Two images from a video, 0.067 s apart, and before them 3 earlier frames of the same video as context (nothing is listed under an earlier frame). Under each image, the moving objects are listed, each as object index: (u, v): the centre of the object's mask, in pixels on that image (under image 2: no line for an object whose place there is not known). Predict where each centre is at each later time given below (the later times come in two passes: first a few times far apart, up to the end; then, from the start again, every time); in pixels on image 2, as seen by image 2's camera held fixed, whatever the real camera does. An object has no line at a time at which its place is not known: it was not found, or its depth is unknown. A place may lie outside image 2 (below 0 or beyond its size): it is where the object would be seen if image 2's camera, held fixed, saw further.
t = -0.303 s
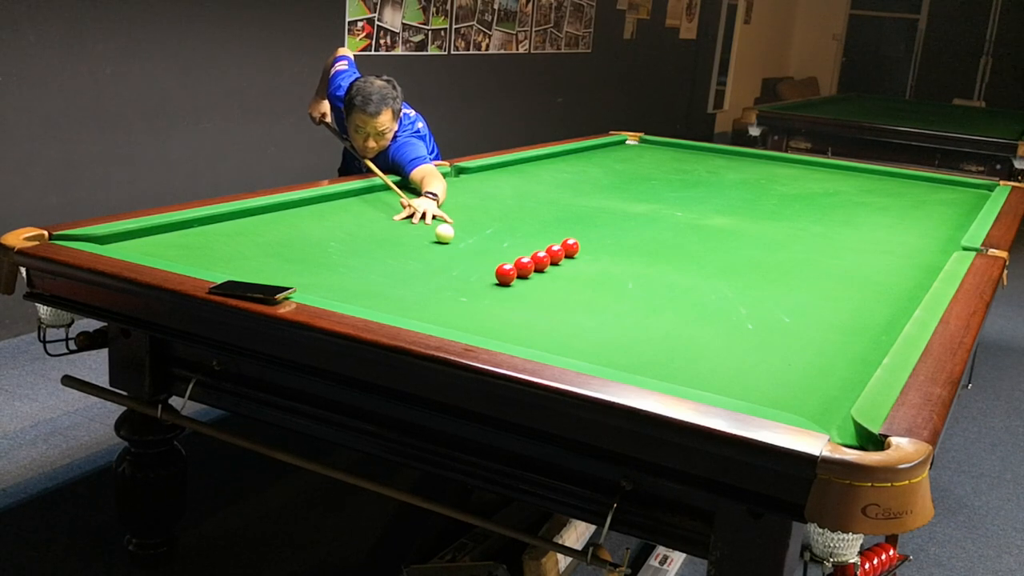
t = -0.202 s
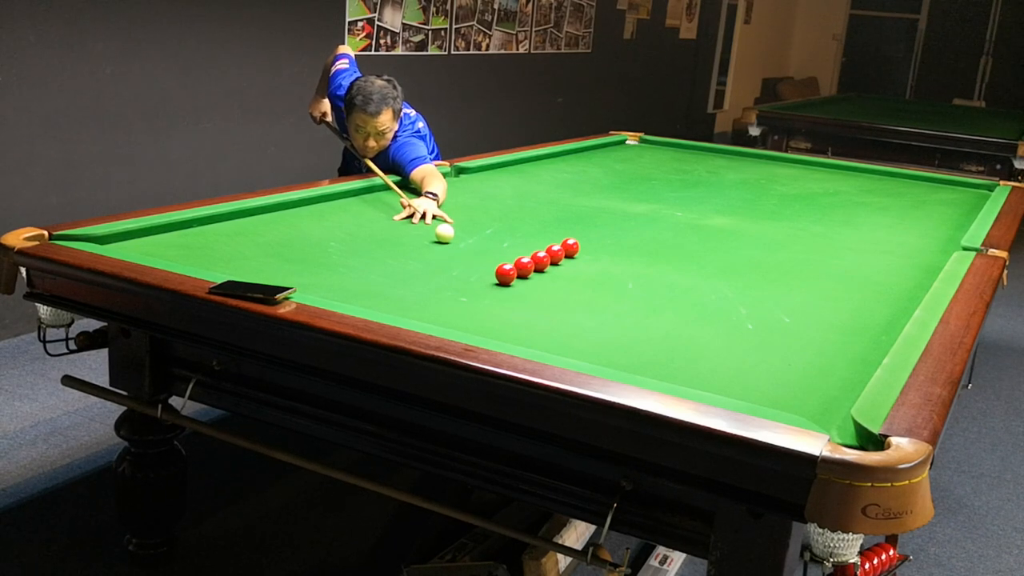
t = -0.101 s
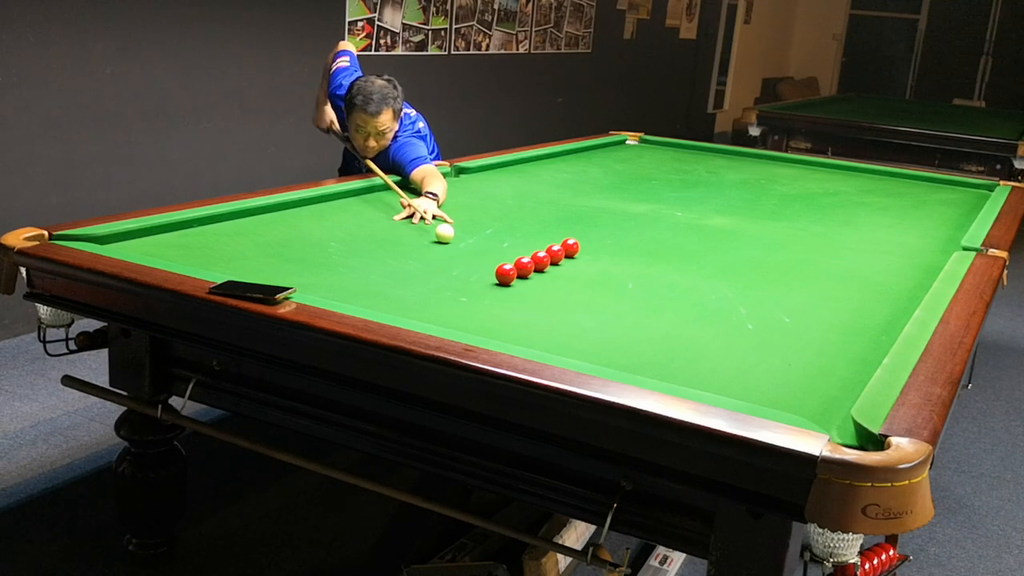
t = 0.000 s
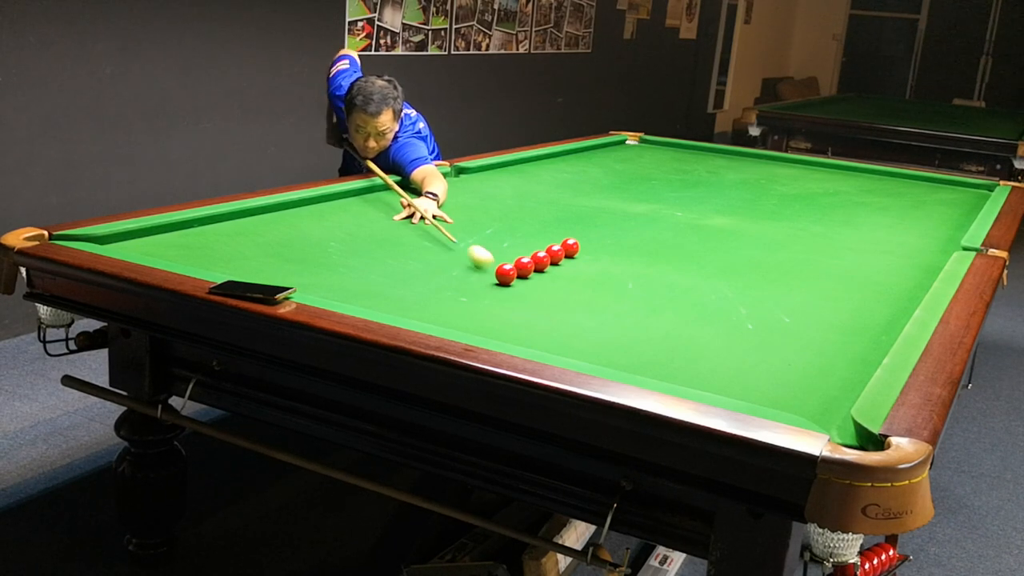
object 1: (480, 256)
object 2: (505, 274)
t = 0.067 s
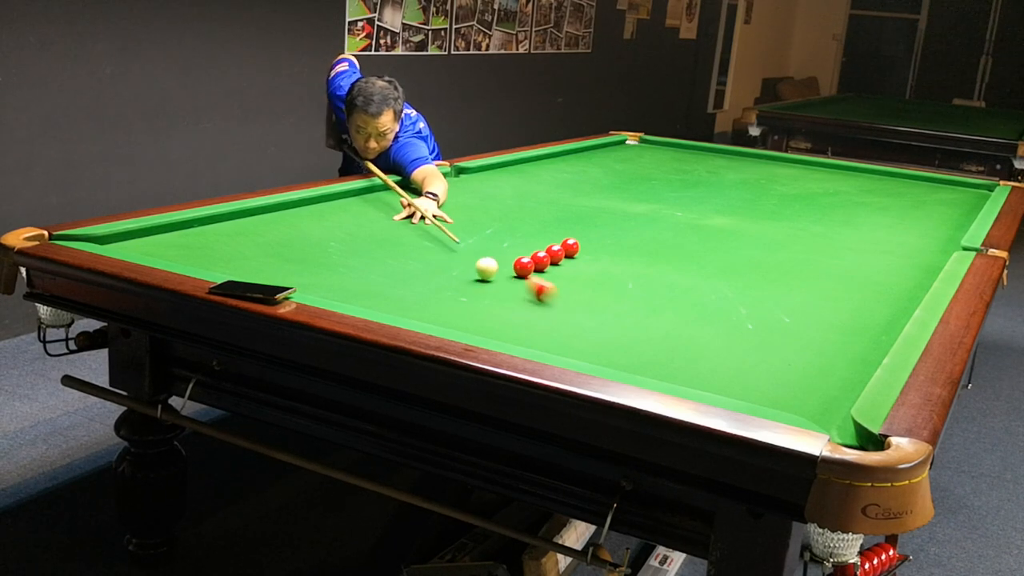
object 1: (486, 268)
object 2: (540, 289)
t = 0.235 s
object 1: (460, 277)
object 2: (718, 373)
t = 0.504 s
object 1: (424, 291)
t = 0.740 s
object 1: (389, 303)
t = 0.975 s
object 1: (380, 303)
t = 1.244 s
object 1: (400, 294)
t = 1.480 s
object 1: (416, 285)
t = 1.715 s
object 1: (429, 278)
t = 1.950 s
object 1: (441, 271)
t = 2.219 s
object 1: (453, 263)
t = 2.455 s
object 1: (462, 259)
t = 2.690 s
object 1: (469, 254)
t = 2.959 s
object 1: (477, 249)
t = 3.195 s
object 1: (483, 246)
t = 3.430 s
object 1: (489, 243)
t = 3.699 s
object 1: (494, 240)
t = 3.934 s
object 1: (499, 238)
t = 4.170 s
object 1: (502, 236)
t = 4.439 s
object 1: (505, 235)
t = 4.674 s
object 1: (507, 234)
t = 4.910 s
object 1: (509, 233)
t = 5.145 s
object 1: (509, 233)
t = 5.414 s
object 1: (509, 233)
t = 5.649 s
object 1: (509, 233)
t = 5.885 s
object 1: (509, 233)
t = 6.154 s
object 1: (509, 233)
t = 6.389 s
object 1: (509, 233)
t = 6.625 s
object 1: (509, 233)
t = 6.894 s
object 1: (509, 233)
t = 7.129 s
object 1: (509, 233)
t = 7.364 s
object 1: (509, 233)
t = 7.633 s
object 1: (509, 233)
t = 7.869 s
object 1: (509, 233)
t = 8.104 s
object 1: (509, 233)
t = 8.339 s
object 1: (509, 233)
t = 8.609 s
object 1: (509, 233)
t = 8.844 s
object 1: (509, 233)
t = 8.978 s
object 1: (509, 233)
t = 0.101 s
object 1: (480, 270)
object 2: (570, 303)
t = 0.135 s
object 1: (474, 272)
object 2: (603, 318)
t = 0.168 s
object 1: (469, 273)
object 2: (638, 335)
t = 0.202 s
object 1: (465, 275)
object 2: (676, 354)
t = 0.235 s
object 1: (460, 277)
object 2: (718, 373)
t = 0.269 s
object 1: (456, 278)
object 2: (764, 393)
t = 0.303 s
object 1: (451, 280)
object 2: (814, 415)
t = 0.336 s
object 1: (447, 282)
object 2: (860, 438)
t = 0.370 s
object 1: (442, 284)
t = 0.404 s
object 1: (438, 286)
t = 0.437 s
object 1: (433, 287)
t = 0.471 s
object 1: (428, 289)
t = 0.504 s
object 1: (424, 291)
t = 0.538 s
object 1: (419, 293)
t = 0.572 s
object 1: (414, 295)
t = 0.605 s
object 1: (409, 297)
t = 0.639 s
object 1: (404, 299)
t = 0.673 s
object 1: (399, 301)
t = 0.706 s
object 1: (394, 302)
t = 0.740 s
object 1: (389, 303)
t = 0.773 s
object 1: (384, 304)
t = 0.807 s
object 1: (379, 304)
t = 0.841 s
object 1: (374, 305)
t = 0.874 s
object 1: (372, 305)
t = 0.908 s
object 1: (375, 305)
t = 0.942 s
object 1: (378, 304)
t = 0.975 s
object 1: (380, 303)
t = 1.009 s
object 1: (383, 303)
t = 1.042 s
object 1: (385, 302)
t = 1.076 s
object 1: (388, 301)
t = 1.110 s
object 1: (390, 300)
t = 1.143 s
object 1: (393, 298)
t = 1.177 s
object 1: (395, 297)
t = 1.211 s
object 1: (398, 296)
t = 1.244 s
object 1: (400, 294)
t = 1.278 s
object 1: (402, 293)
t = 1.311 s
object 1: (405, 292)
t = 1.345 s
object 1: (407, 290)
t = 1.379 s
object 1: (409, 289)
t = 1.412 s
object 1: (411, 288)
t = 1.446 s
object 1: (414, 287)
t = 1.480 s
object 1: (416, 285)
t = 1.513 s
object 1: (418, 284)
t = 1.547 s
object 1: (420, 283)
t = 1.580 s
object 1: (422, 282)
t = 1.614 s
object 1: (424, 281)
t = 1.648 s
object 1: (426, 280)
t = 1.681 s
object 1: (427, 279)
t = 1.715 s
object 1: (429, 278)
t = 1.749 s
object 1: (431, 277)
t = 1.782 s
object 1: (433, 275)
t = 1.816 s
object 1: (435, 274)
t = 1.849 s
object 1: (436, 274)
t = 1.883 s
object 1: (438, 272)
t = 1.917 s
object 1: (440, 272)
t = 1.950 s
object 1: (441, 271)
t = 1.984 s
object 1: (443, 270)
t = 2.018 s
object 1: (445, 269)
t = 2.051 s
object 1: (446, 268)
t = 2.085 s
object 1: (448, 267)
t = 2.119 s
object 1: (449, 266)
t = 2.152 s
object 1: (450, 265)
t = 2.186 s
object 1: (452, 265)
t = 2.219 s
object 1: (453, 263)
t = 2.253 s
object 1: (454, 263)
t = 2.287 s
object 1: (456, 262)
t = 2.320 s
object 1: (457, 261)
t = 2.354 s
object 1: (458, 261)
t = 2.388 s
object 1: (459, 260)
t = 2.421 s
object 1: (461, 259)
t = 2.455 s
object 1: (462, 259)
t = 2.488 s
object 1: (463, 258)
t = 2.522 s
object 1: (464, 257)
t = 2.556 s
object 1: (465, 257)
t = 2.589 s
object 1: (466, 256)
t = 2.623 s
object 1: (467, 255)
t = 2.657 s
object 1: (468, 255)
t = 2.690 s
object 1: (469, 254)
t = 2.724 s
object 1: (470, 253)
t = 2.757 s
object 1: (471, 253)
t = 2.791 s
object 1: (472, 252)
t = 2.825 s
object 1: (473, 251)
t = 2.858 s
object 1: (474, 251)
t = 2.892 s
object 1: (475, 250)
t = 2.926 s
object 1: (476, 250)
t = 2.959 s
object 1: (477, 249)
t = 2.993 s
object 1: (478, 249)
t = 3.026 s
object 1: (479, 248)
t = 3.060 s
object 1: (480, 248)
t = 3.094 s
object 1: (481, 247)
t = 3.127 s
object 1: (481, 247)
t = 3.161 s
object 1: (482, 246)
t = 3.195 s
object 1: (483, 246)
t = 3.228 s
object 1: (484, 245)
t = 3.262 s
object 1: (485, 245)
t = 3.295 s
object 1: (486, 245)
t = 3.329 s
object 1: (487, 244)
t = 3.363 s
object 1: (487, 244)
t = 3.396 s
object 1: (488, 244)
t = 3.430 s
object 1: (489, 243)
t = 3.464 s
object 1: (490, 242)
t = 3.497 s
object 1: (490, 242)
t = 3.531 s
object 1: (491, 242)
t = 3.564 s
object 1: (492, 241)
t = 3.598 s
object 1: (492, 241)
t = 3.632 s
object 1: (493, 241)
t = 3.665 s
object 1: (494, 240)
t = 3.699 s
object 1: (494, 240)
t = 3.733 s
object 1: (495, 240)
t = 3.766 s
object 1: (495, 240)
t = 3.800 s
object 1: (496, 239)
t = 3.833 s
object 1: (497, 239)
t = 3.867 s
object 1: (497, 239)
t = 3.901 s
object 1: (498, 238)
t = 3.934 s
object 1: (499, 238)
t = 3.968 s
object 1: (499, 238)
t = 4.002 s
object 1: (500, 238)
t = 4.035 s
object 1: (500, 237)
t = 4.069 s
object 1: (501, 237)
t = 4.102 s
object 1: (501, 237)
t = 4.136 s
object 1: (501, 237)
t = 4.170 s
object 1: (502, 236)
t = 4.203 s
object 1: (502, 236)
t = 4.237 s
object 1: (502, 236)
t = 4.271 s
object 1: (503, 236)
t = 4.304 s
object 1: (503, 236)
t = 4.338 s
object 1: (504, 235)
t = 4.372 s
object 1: (504, 235)
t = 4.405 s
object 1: (504, 235)
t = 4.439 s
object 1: (505, 235)
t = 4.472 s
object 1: (505, 235)
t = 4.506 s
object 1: (505, 235)
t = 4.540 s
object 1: (506, 234)
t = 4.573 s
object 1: (506, 234)
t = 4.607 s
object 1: (506, 234)
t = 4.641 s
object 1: (507, 234)
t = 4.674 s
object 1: (507, 234)
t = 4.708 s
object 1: (507, 234)
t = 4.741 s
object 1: (508, 234)
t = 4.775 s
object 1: (508, 234)
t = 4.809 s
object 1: (508, 233)
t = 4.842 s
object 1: (508, 233)
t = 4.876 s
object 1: (508, 233)
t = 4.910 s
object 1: (509, 233)
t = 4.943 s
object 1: (509, 233)
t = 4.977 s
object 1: (509, 233)
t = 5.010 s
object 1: (509, 233)
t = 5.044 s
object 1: (509, 233)
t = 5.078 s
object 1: (509, 233)
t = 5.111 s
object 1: (509, 233)
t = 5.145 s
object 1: (509, 233)
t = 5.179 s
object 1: (509, 233)
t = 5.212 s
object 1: (509, 233)
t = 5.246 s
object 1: (509, 233)
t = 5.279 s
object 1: (509, 233)
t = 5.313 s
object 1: (509, 233)
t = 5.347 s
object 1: (509, 233)
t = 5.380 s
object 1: (509, 233)
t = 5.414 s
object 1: (509, 233)
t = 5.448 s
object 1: (509, 233)
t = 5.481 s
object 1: (509, 233)
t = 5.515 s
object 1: (509, 233)
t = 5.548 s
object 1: (509, 233)
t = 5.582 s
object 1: (509, 233)
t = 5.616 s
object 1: (509, 233)
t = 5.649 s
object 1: (509, 233)
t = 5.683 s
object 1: (509, 233)
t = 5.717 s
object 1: (509, 233)
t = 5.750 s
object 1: (509, 233)
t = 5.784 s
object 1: (509, 233)
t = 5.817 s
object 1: (509, 233)
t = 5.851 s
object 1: (509, 233)
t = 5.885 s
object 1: (509, 233)
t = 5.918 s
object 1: (509, 233)
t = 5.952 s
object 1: (509, 233)
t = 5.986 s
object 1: (509, 233)
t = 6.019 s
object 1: (509, 233)
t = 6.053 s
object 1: (509, 233)
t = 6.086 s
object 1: (509, 233)
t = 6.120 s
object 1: (509, 233)
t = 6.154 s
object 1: (509, 233)
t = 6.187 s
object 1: (509, 233)
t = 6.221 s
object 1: (509, 233)
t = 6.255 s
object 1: (509, 233)
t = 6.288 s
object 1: (509, 233)
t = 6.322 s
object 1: (509, 233)
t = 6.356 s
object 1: (509, 233)
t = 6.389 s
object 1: (509, 233)
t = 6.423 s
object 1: (509, 233)
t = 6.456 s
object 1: (509, 233)
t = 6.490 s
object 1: (509, 233)
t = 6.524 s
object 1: (509, 233)
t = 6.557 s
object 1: (509, 233)
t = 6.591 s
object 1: (509, 233)
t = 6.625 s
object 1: (509, 233)
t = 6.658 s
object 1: (509, 233)
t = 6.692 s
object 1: (509, 233)
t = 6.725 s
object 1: (509, 233)
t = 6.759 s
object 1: (509, 233)
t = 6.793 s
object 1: (509, 233)
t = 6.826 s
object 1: (509, 233)
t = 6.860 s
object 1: (509, 233)
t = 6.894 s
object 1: (509, 233)
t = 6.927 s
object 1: (509, 233)
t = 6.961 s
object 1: (509, 233)
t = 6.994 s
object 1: (509, 233)
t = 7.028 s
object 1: (509, 233)
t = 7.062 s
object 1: (509, 233)
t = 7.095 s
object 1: (509, 233)
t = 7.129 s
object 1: (509, 233)
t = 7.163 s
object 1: (509, 233)
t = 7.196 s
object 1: (509, 233)
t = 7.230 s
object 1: (509, 233)
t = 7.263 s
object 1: (509, 233)
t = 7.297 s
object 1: (509, 233)
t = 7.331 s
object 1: (509, 233)
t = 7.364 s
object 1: (509, 233)
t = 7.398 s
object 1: (509, 233)
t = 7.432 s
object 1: (509, 233)
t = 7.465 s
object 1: (509, 233)
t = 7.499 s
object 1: (509, 233)
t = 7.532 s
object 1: (509, 233)
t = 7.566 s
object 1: (509, 233)
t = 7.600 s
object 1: (509, 233)
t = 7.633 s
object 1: (509, 233)
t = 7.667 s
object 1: (509, 233)
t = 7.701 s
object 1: (509, 233)
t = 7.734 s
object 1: (509, 233)
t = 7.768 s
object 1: (509, 233)
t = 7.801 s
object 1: (509, 233)
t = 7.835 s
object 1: (509, 233)
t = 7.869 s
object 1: (509, 233)
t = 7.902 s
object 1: (509, 233)
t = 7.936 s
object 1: (509, 233)
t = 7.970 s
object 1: (509, 233)
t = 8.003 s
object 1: (509, 233)
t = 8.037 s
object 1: (509, 233)
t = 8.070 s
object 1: (509, 233)
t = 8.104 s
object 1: (509, 233)
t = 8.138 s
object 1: (509, 233)
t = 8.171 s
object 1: (509, 233)
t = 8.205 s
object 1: (509, 233)
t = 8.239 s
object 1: (509, 233)
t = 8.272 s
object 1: (509, 233)
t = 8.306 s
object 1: (509, 233)
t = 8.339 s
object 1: (509, 233)
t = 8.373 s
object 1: (509, 233)
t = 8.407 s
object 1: (509, 233)
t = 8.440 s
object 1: (509, 233)
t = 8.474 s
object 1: (509, 233)
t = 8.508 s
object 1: (509, 233)
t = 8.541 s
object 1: (509, 233)
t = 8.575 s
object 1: (509, 233)
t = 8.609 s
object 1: (509, 233)
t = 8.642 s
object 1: (509, 233)
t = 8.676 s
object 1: (509, 233)
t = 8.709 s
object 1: (509, 233)
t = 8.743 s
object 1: (509, 233)
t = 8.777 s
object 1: (509, 233)
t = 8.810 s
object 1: (509, 233)
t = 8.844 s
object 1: (509, 233)
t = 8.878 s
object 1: (509, 233)
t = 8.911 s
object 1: (509, 233)
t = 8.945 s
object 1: (509, 233)
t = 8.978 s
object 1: (509, 233)
